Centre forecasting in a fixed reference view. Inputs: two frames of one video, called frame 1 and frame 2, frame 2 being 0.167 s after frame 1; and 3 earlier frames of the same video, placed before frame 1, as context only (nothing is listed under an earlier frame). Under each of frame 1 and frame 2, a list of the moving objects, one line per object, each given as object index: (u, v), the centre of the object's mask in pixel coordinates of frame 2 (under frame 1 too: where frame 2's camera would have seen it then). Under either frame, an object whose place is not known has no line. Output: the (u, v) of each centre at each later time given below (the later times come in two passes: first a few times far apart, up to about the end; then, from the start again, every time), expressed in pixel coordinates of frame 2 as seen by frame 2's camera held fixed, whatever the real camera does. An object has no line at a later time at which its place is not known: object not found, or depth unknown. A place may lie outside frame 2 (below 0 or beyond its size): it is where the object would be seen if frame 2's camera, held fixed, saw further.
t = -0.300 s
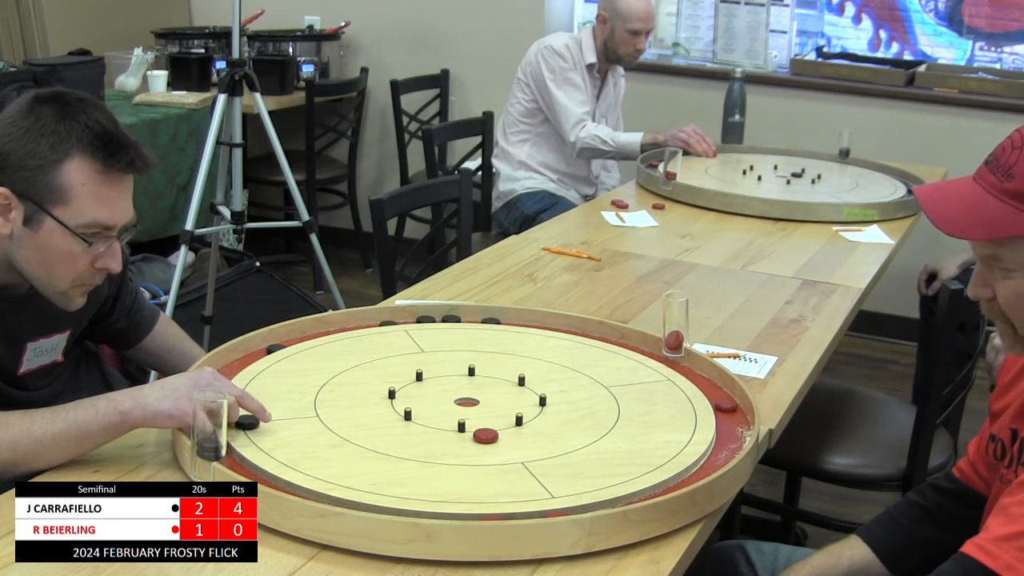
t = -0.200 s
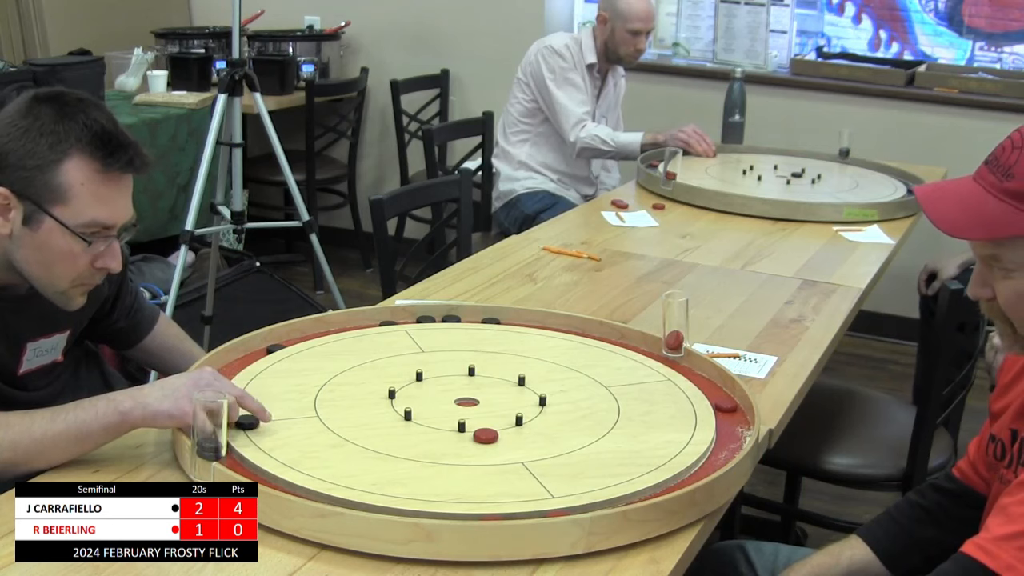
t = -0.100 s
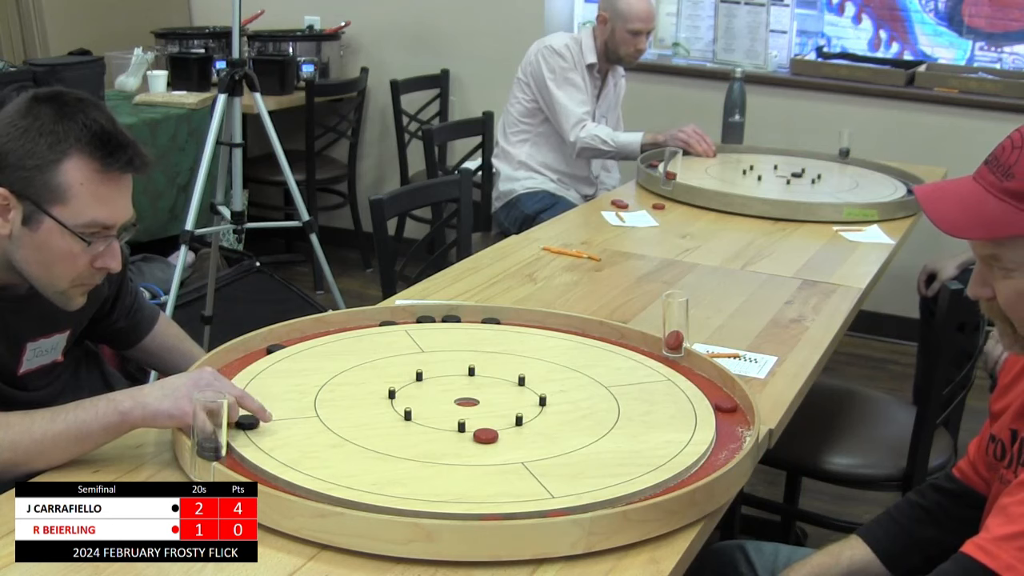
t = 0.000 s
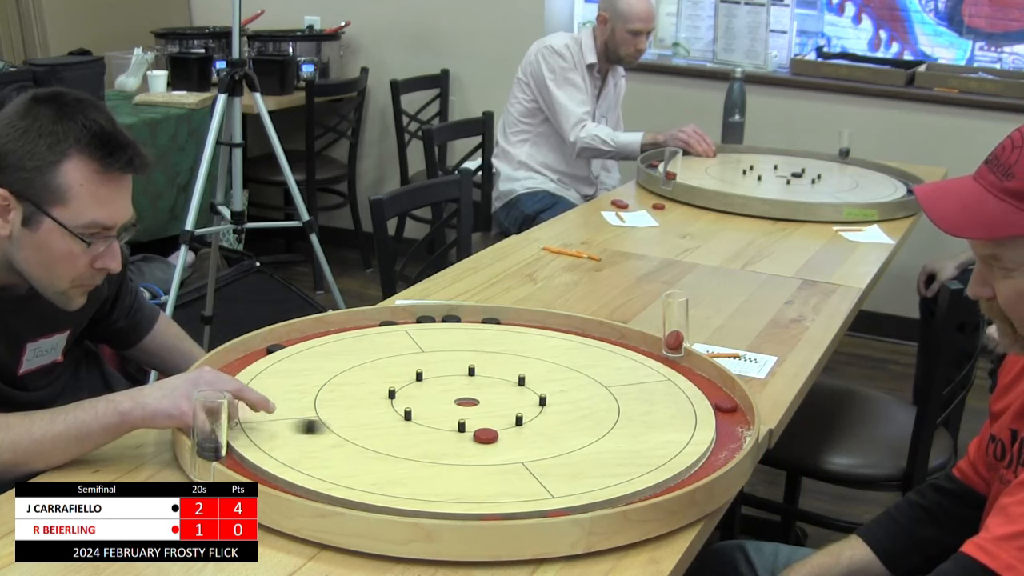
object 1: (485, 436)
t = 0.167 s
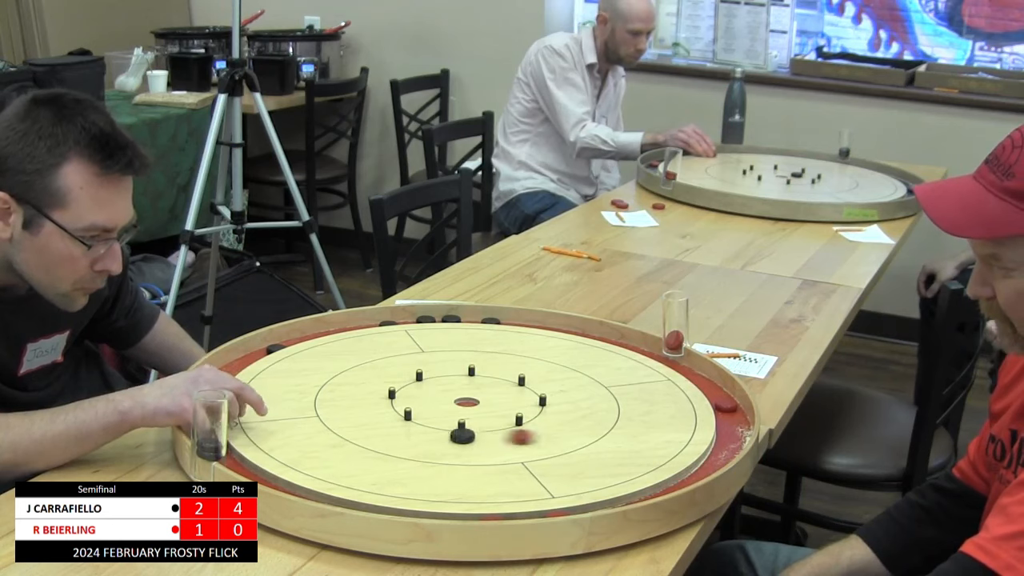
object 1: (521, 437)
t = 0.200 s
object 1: (553, 437)
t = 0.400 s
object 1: (716, 443)
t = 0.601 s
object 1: (735, 440)
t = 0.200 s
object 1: (553, 437)
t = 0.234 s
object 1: (584, 438)
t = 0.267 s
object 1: (613, 439)
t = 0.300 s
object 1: (641, 439)
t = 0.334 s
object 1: (668, 439)
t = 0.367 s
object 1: (693, 439)
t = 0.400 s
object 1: (716, 443)
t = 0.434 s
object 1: (735, 446)
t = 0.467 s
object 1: (728, 443)
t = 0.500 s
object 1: (730, 441)
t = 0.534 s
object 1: (735, 441)
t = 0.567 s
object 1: (737, 440)
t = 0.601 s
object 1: (735, 440)
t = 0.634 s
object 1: (733, 439)
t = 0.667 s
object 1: (728, 436)
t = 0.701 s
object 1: (727, 435)
